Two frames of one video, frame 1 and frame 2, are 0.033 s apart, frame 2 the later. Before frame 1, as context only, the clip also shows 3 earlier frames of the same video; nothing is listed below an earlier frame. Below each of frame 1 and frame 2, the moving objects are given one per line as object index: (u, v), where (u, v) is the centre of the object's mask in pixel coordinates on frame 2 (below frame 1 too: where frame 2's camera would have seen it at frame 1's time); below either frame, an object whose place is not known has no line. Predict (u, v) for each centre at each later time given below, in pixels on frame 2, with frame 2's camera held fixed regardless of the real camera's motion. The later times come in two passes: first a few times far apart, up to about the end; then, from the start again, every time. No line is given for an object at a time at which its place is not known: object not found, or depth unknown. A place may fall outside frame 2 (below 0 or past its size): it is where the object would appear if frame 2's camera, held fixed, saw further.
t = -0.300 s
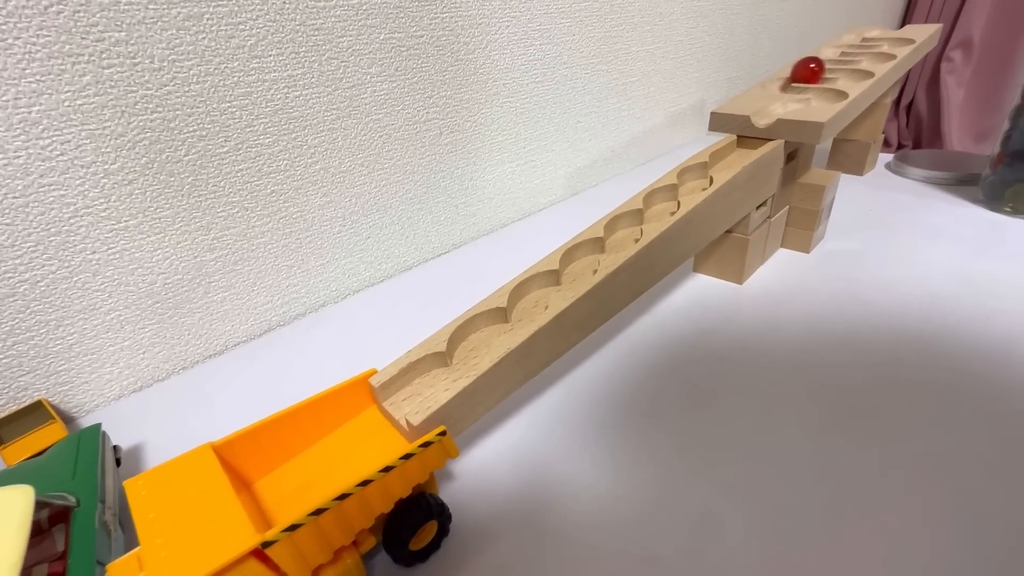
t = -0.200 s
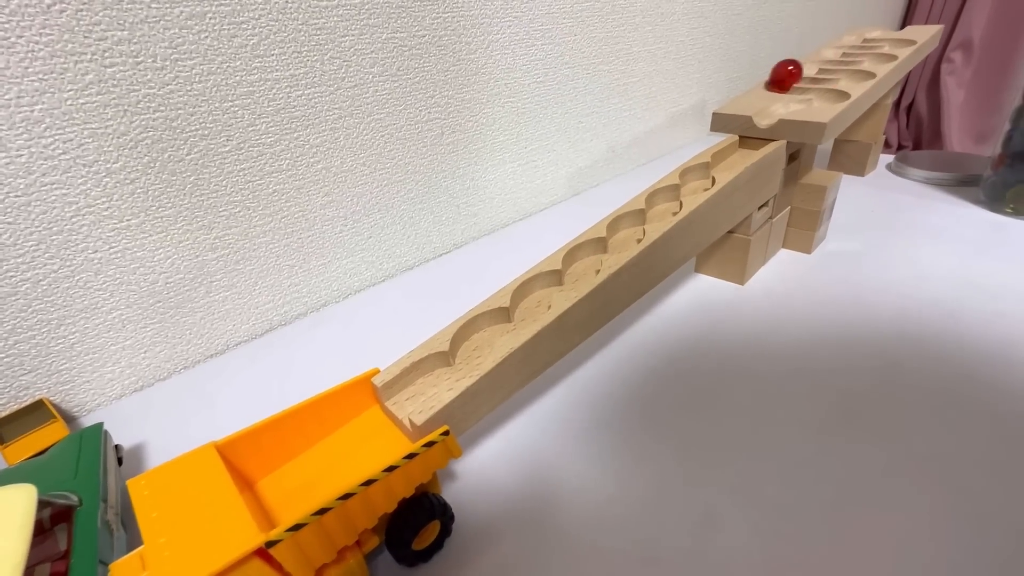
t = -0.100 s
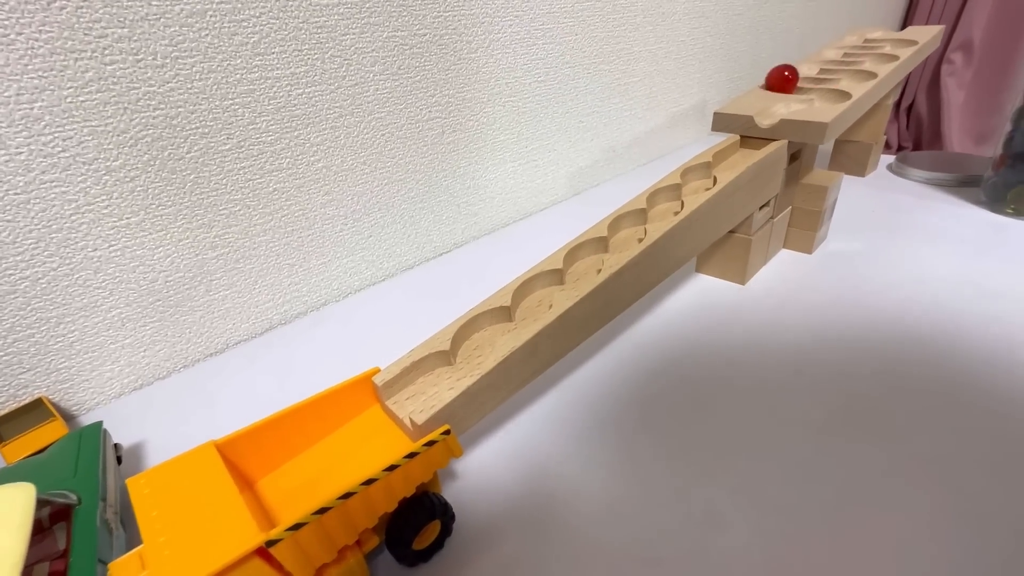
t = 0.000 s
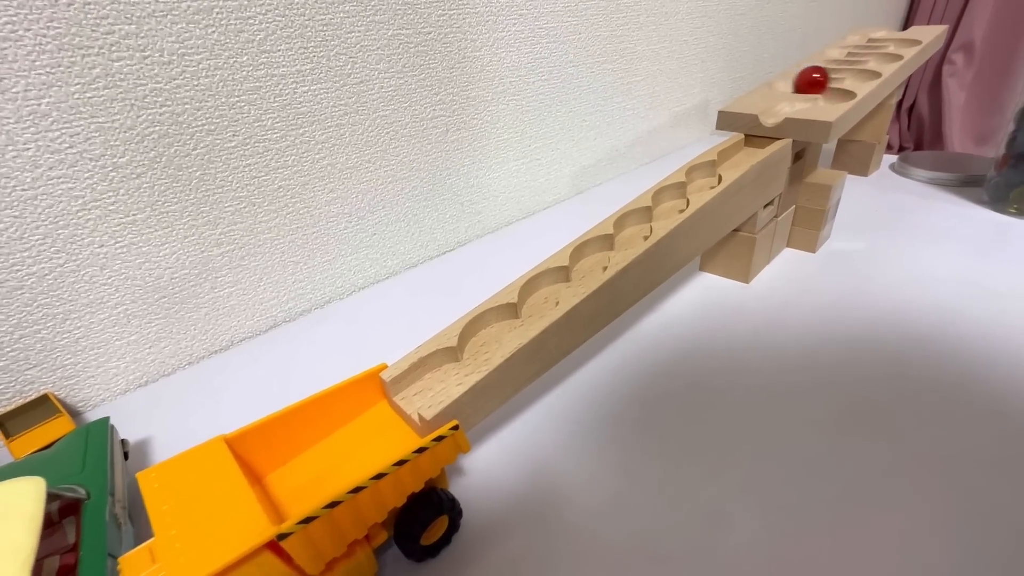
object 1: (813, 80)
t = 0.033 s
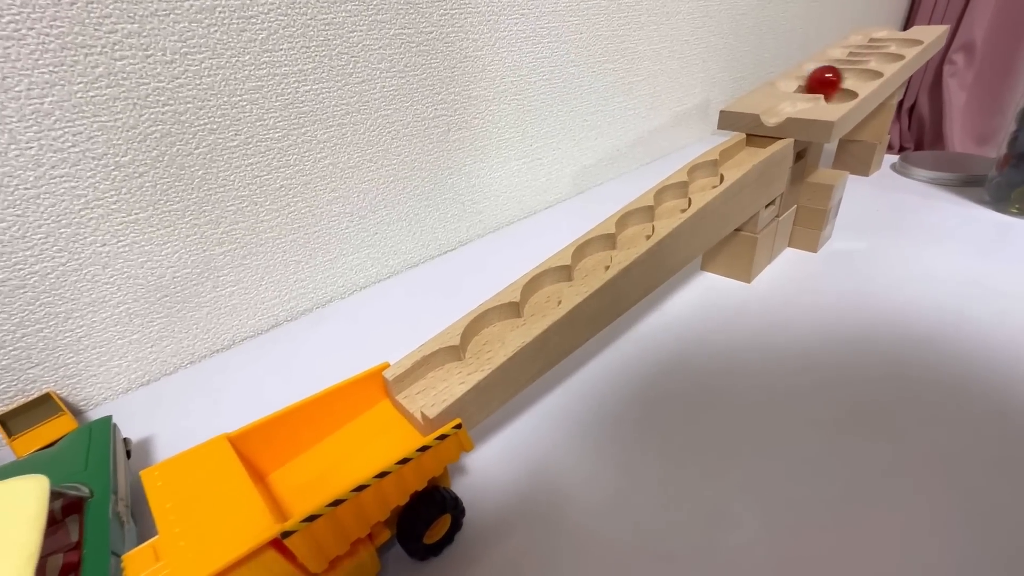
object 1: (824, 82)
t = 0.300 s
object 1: (793, 97)
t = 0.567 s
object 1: (740, 148)
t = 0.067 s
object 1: (834, 84)
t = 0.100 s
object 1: (841, 86)
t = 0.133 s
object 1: (843, 87)
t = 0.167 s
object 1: (839, 90)
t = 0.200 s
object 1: (829, 92)
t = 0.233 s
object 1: (817, 93)
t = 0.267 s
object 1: (805, 94)
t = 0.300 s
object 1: (793, 97)
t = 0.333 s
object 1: (785, 101)
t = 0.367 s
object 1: (779, 104)
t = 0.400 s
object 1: (774, 108)
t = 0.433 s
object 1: (768, 120)
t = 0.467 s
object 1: (752, 140)
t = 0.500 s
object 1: (749, 141)
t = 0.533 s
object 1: (744, 144)
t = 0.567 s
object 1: (740, 148)
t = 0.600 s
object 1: (738, 150)
